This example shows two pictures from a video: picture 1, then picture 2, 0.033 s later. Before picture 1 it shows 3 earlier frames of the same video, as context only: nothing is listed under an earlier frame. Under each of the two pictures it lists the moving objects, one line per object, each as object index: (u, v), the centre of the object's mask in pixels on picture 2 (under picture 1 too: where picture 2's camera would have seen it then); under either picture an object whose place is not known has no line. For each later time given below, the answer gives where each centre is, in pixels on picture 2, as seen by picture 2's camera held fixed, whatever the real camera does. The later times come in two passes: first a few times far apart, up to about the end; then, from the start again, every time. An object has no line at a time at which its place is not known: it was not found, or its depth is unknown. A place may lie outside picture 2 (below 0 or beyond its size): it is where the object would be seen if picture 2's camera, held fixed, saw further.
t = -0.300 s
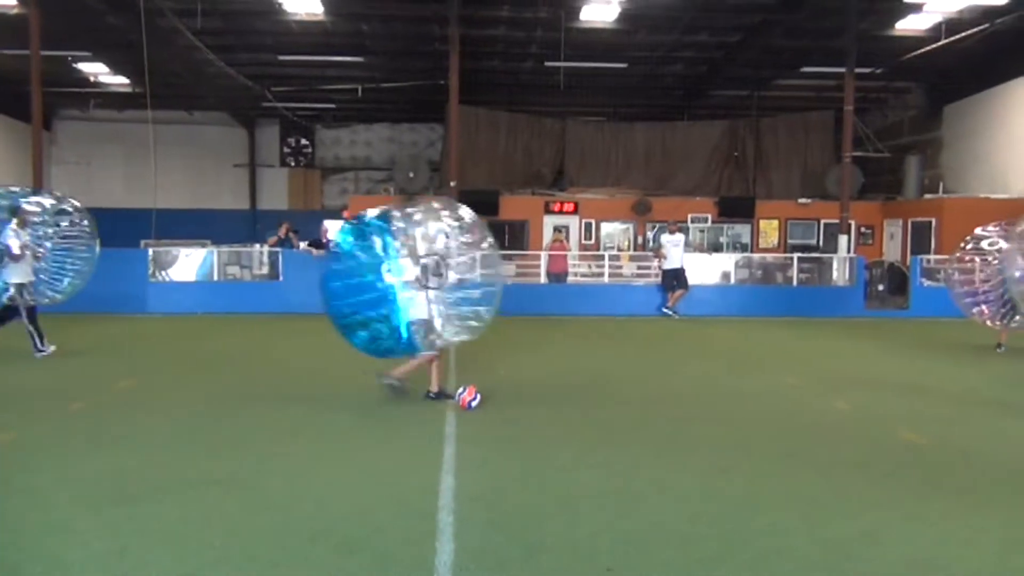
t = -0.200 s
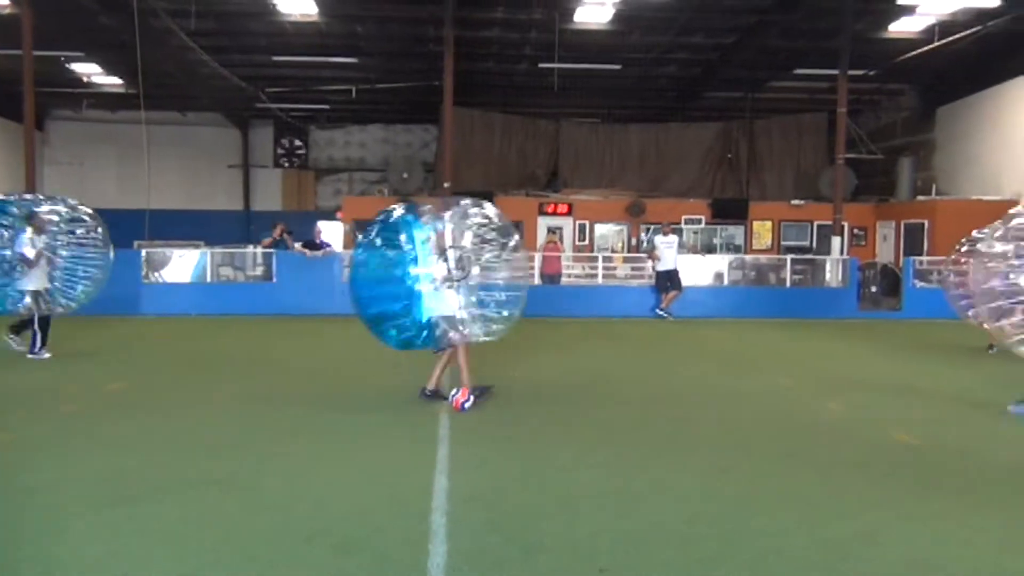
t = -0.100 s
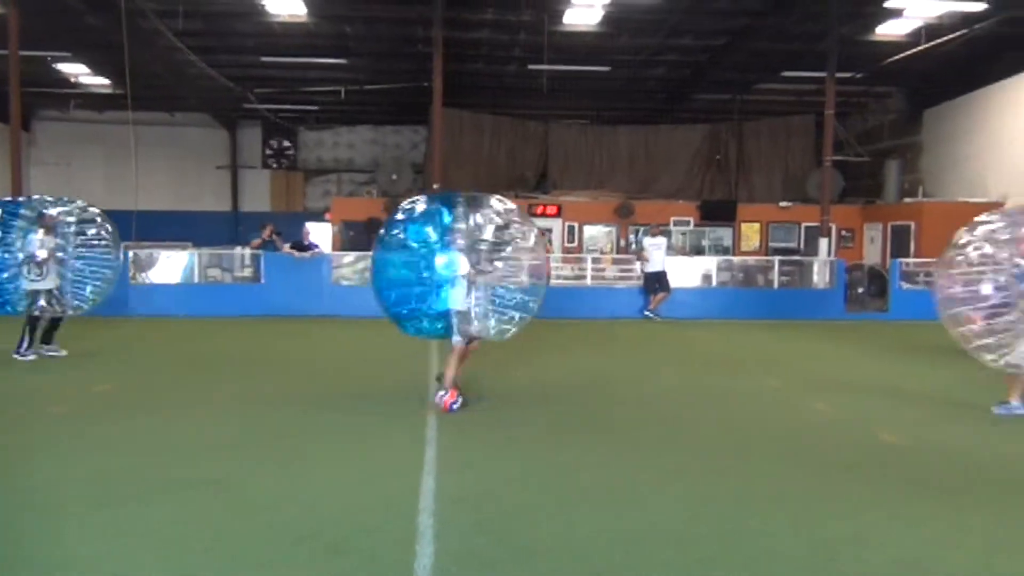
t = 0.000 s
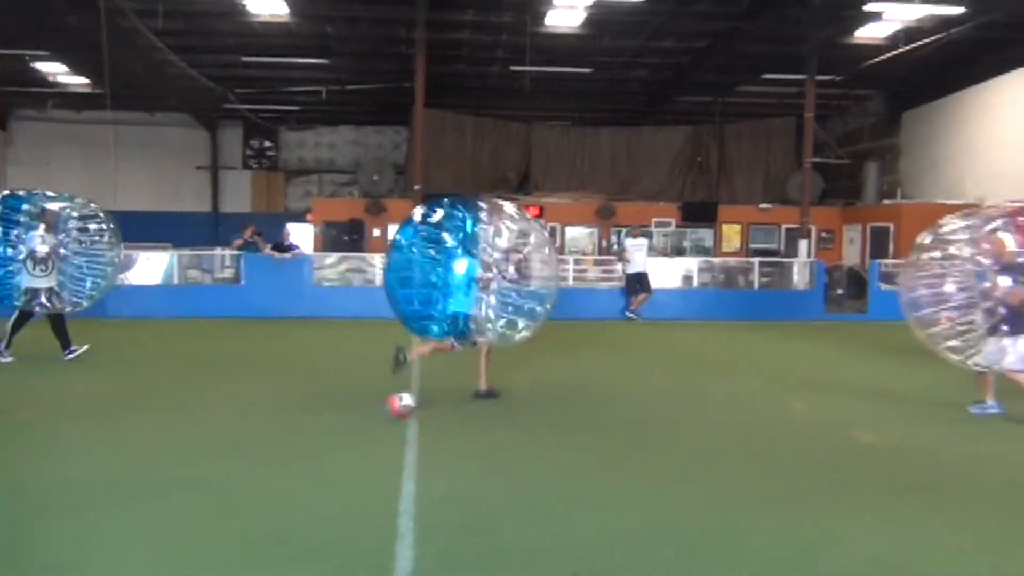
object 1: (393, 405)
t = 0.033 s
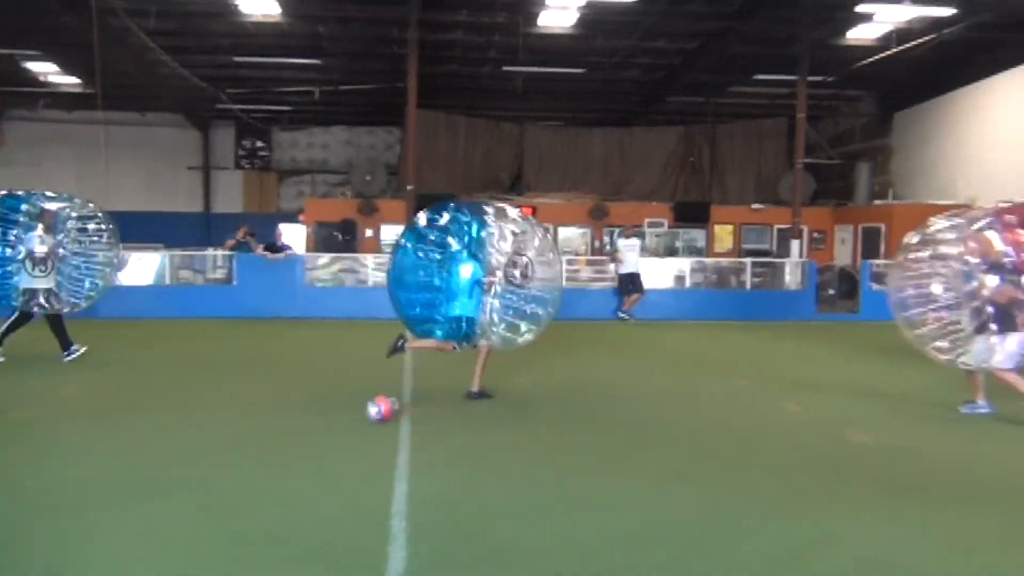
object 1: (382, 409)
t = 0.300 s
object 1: (316, 426)
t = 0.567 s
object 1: (265, 443)
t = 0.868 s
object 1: (199, 461)
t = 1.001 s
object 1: (168, 471)
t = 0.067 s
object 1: (371, 414)
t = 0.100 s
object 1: (364, 414)
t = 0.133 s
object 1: (356, 414)
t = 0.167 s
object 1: (345, 417)
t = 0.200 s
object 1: (337, 421)
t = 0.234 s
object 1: (330, 423)
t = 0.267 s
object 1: (323, 424)
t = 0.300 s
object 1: (316, 426)
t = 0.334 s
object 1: (309, 430)
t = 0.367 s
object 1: (303, 429)
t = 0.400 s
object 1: (297, 432)
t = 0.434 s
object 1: (290, 436)
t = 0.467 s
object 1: (284, 436)
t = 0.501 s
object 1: (278, 439)
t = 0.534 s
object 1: (270, 442)
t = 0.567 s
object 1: (265, 443)
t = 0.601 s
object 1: (257, 444)
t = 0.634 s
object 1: (251, 447)
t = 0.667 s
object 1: (243, 449)
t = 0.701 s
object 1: (236, 449)
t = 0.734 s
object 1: (229, 452)
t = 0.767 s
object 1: (222, 454)
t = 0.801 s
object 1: (214, 456)
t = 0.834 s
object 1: (207, 458)
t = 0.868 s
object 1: (199, 461)
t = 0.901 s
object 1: (191, 464)
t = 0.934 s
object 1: (183, 466)
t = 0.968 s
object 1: (175, 469)
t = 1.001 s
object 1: (168, 471)
